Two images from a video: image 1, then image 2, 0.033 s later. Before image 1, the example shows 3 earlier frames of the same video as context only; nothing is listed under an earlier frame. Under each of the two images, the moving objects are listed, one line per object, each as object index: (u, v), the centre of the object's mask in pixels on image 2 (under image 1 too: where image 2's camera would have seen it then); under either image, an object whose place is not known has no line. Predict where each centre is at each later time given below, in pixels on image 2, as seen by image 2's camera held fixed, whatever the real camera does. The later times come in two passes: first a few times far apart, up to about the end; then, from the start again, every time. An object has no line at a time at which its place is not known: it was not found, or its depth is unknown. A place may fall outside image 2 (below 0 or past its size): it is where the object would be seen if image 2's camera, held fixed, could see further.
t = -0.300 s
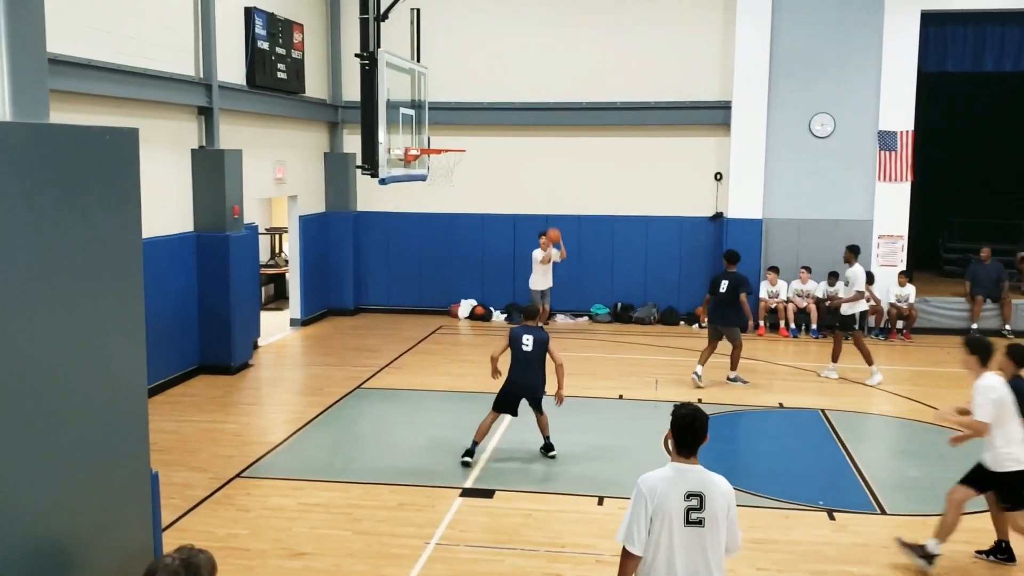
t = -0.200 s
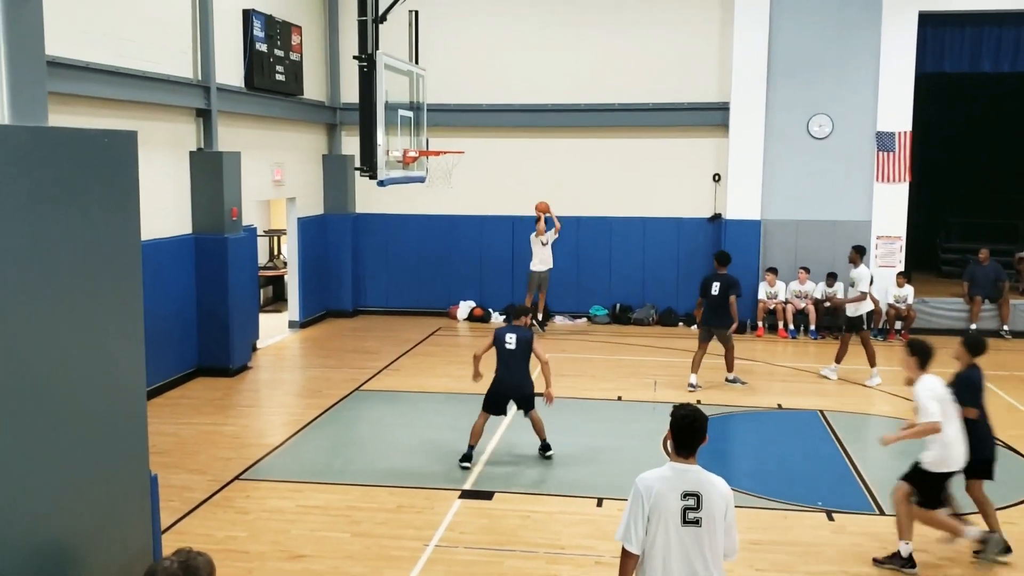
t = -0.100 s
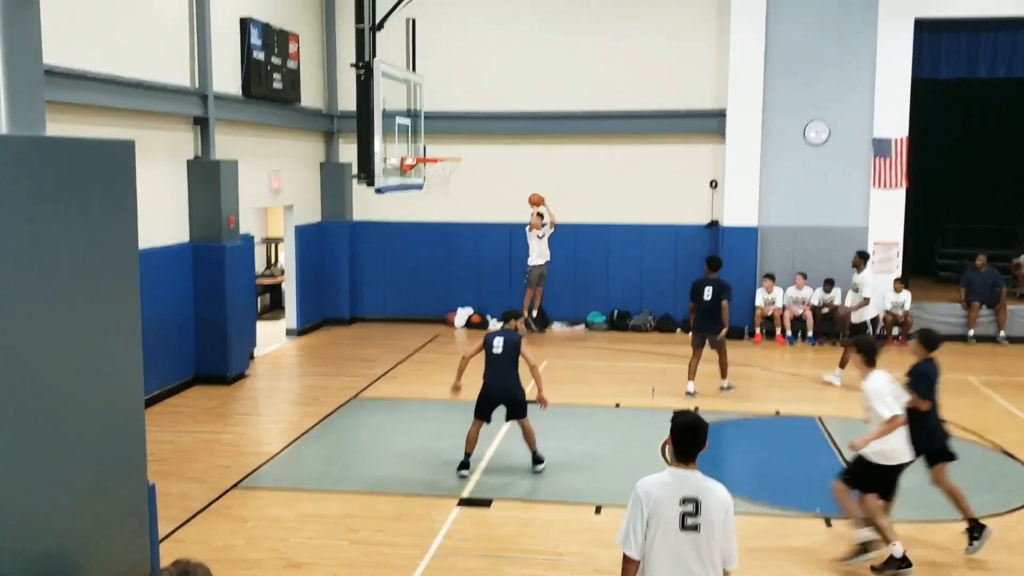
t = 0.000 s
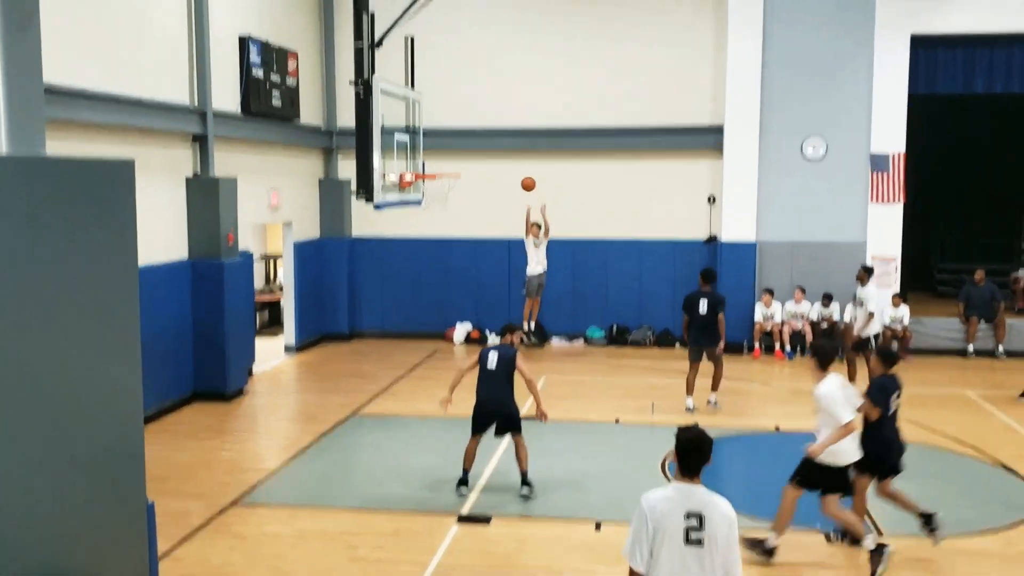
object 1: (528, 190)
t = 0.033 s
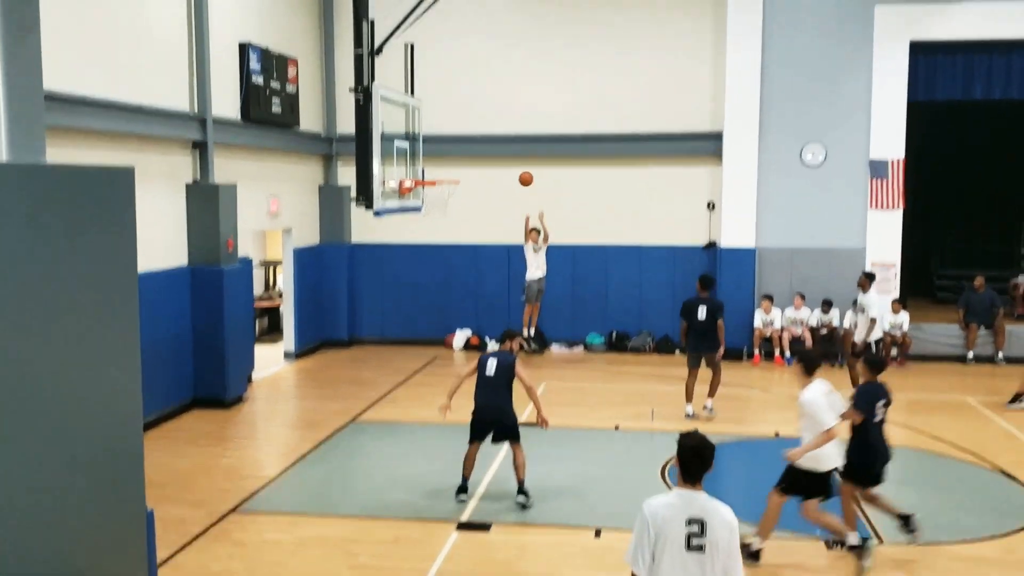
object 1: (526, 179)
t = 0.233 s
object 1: (513, 122)
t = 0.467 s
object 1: (496, 80)
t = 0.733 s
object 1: (473, 77)
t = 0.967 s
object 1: (451, 123)
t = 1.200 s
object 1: (427, 211)
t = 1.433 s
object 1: (428, 275)
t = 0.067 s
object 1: (524, 168)
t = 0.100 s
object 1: (522, 158)
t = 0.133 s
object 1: (520, 148)
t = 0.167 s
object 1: (518, 139)
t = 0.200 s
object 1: (516, 130)
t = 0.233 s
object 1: (513, 122)
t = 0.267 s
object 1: (511, 114)
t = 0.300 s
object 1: (509, 108)
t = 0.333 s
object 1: (507, 101)
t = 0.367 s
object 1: (504, 95)
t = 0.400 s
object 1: (502, 90)
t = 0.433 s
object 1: (499, 85)
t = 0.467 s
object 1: (496, 80)
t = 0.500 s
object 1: (494, 77)
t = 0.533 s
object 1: (491, 75)
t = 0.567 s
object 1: (488, 73)
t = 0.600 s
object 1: (485, 72)
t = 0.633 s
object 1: (482, 72)
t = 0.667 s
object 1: (479, 73)
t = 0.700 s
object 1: (477, 74)
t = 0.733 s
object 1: (473, 77)
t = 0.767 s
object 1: (470, 80)
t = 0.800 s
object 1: (467, 84)
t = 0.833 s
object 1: (464, 90)
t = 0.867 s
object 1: (461, 96)
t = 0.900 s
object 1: (458, 104)
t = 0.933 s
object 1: (454, 113)
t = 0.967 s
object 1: (451, 123)
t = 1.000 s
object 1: (447, 134)
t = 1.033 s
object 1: (444, 146)
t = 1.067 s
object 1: (440, 159)
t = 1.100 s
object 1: (436, 172)
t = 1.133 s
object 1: (434, 189)
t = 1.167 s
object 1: (429, 203)
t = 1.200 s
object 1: (427, 211)
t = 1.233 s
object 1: (428, 216)
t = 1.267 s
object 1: (428, 223)
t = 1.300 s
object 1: (428, 232)
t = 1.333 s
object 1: (428, 241)
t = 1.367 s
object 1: (428, 252)
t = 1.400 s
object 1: (428, 263)
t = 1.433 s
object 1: (428, 275)
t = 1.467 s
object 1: (428, 289)
